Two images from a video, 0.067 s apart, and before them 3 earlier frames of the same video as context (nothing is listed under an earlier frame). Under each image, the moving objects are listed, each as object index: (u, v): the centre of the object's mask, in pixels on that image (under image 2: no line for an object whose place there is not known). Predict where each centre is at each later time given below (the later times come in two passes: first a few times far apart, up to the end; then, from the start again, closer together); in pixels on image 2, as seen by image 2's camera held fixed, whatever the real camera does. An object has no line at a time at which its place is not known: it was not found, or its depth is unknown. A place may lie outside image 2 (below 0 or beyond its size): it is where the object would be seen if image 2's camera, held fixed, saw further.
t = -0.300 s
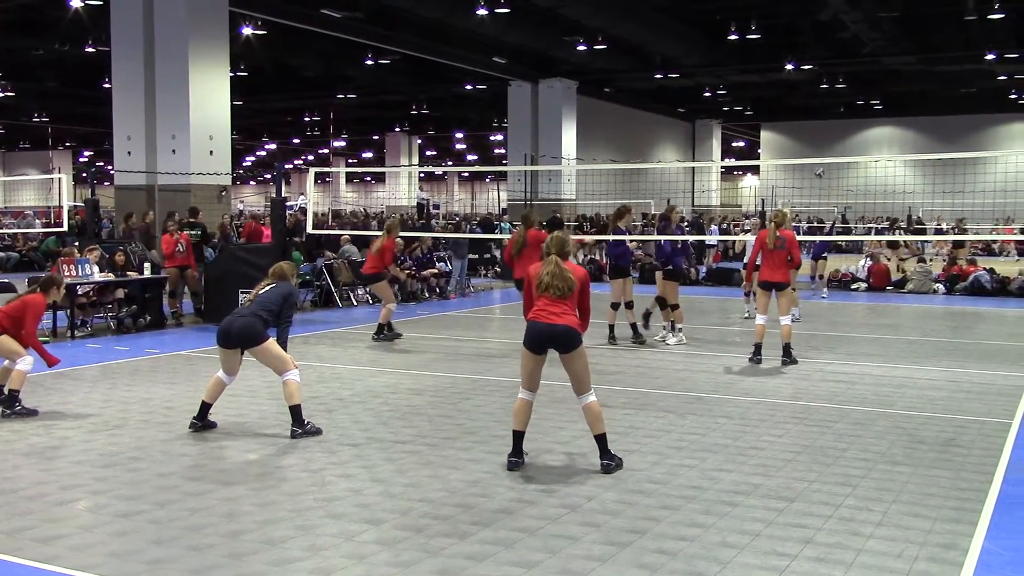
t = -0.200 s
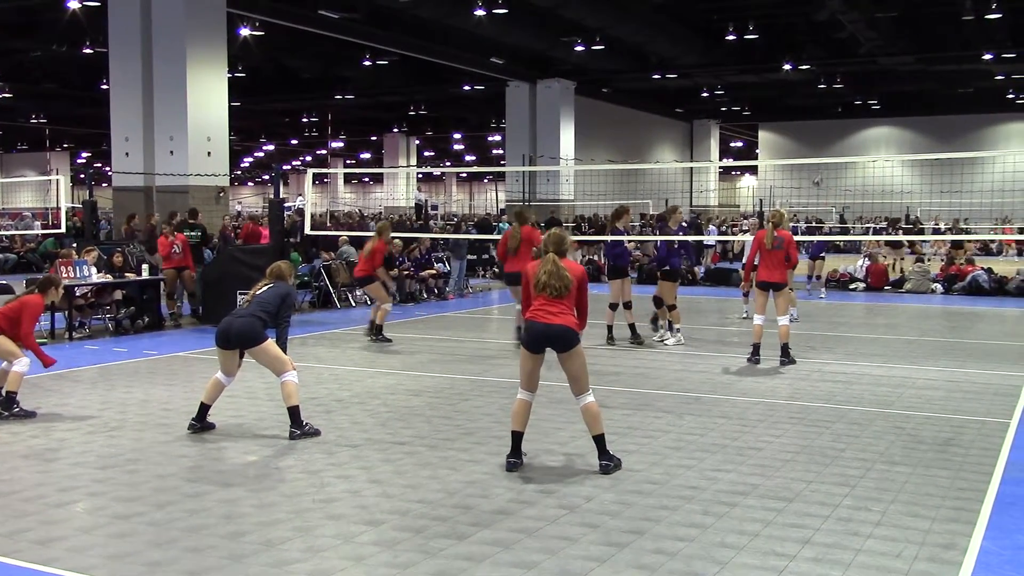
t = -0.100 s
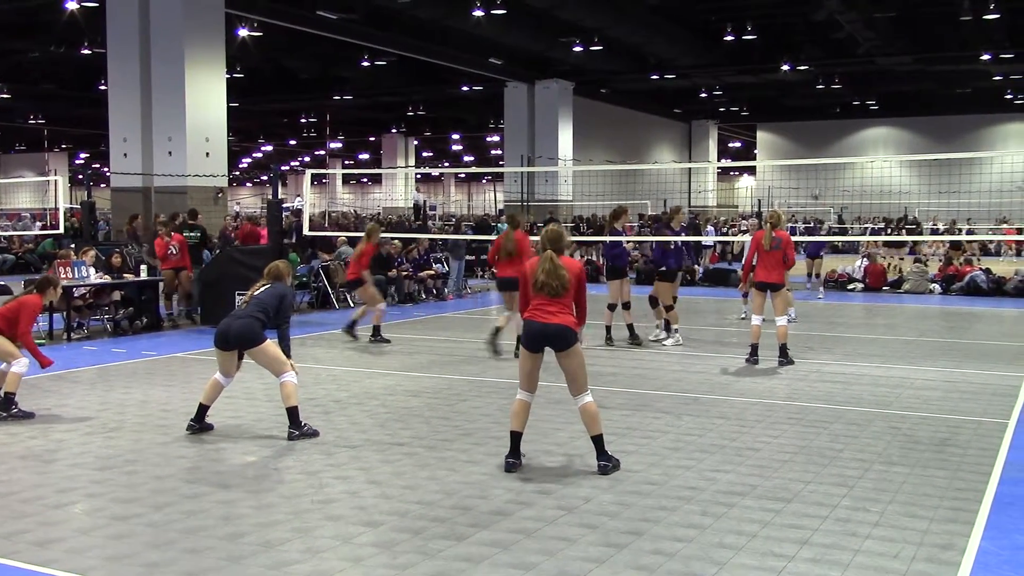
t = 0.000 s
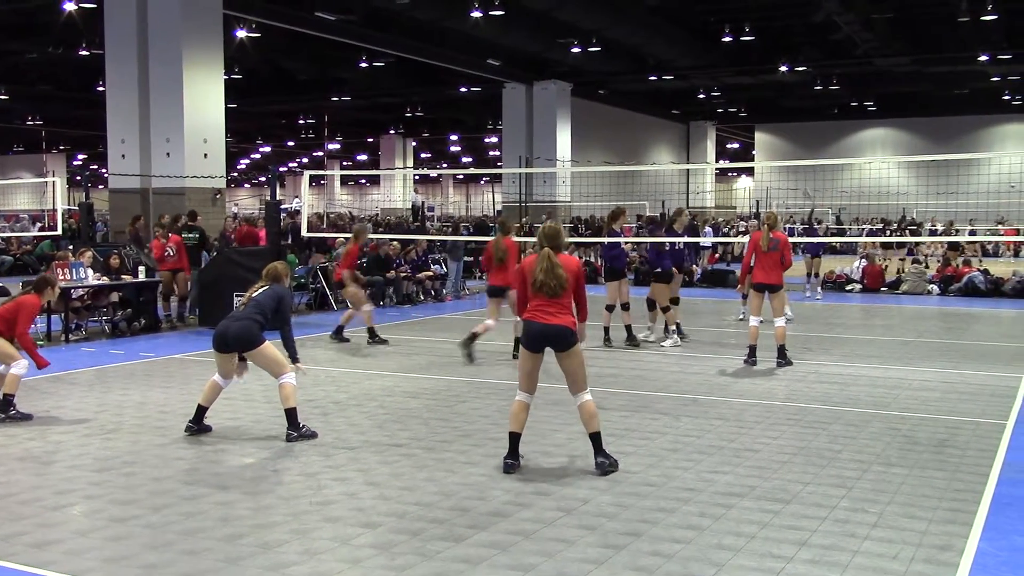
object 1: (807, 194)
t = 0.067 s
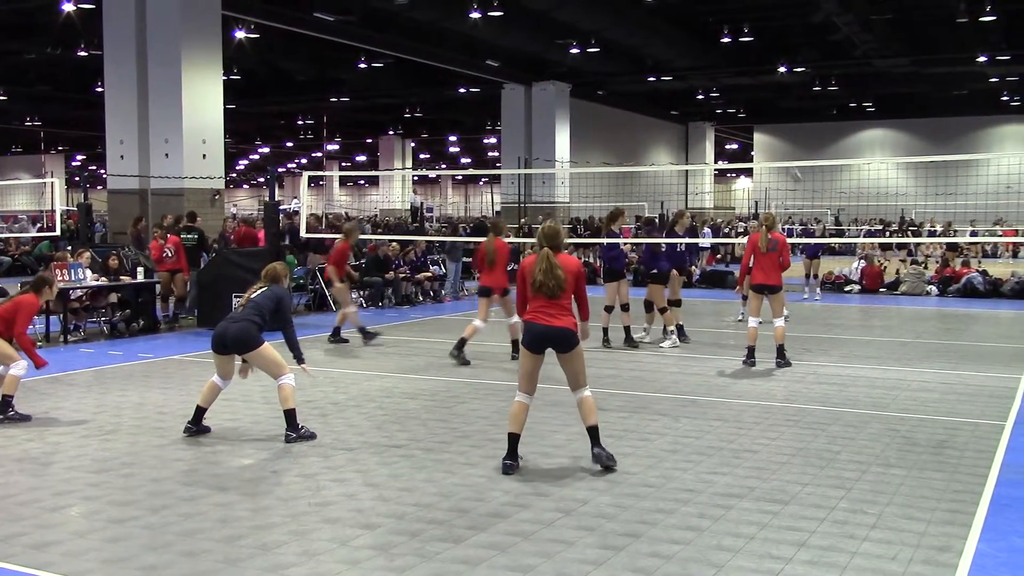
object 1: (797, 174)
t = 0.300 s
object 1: (753, 115)
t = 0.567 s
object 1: (695, 62)
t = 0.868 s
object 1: (618, 37)
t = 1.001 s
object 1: (575, 46)
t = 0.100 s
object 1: (791, 163)
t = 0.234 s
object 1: (766, 130)
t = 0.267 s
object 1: (759, 122)
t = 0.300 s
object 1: (753, 115)
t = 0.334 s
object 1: (746, 107)
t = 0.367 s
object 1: (739, 100)
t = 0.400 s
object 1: (732, 93)
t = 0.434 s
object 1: (724, 86)
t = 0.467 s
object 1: (717, 79)
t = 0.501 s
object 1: (710, 73)
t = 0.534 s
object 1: (702, 67)
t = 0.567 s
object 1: (695, 62)
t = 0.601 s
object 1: (687, 57)
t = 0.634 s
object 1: (679, 52)
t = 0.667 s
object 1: (671, 49)
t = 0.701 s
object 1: (663, 45)
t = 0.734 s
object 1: (654, 42)
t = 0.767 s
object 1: (646, 40)
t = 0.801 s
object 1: (636, 38)
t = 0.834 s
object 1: (627, 37)
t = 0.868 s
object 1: (618, 37)
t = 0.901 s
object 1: (607, 37)
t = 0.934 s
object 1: (597, 39)
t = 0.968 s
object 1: (586, 42)
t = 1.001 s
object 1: (575, 46)
